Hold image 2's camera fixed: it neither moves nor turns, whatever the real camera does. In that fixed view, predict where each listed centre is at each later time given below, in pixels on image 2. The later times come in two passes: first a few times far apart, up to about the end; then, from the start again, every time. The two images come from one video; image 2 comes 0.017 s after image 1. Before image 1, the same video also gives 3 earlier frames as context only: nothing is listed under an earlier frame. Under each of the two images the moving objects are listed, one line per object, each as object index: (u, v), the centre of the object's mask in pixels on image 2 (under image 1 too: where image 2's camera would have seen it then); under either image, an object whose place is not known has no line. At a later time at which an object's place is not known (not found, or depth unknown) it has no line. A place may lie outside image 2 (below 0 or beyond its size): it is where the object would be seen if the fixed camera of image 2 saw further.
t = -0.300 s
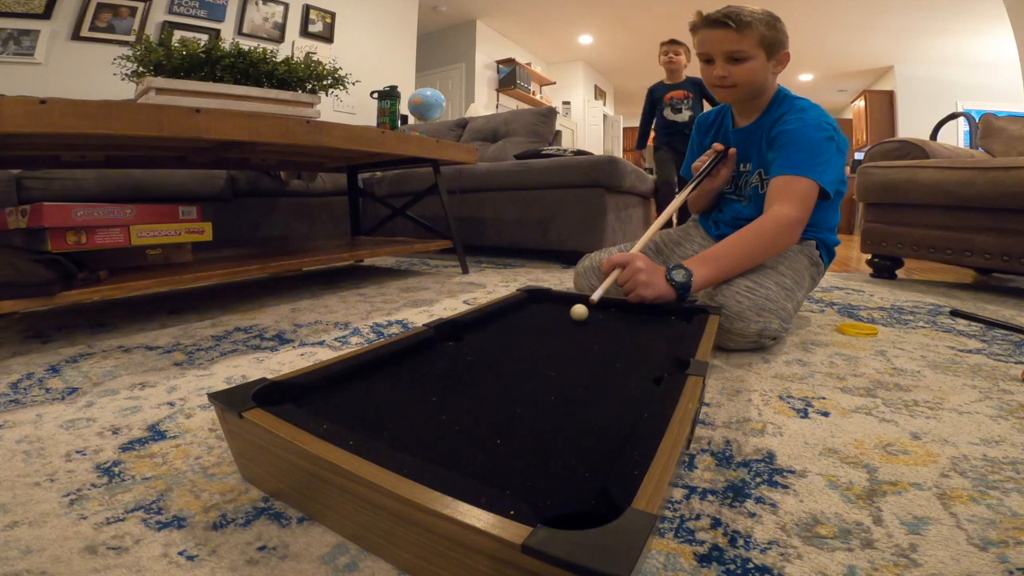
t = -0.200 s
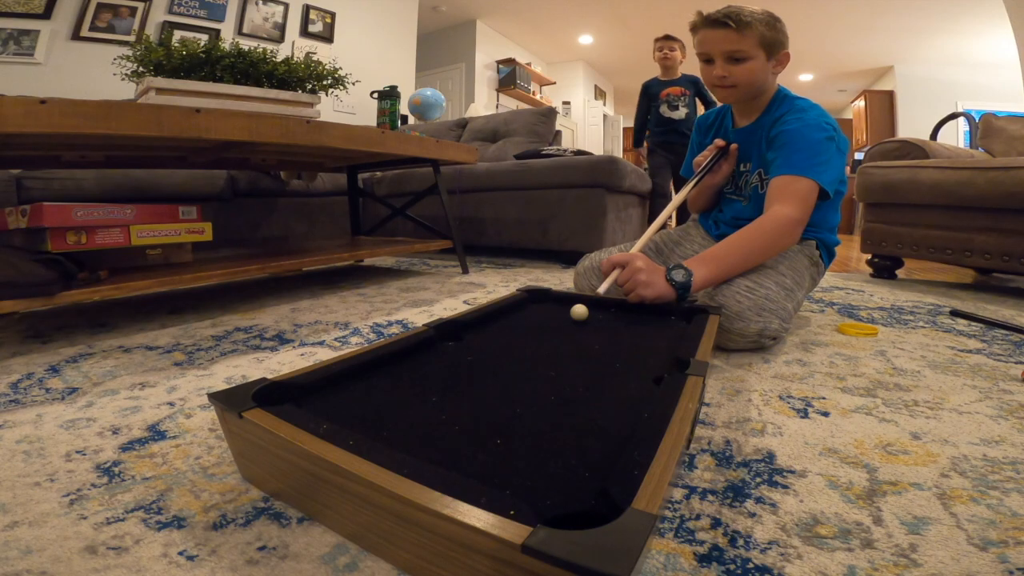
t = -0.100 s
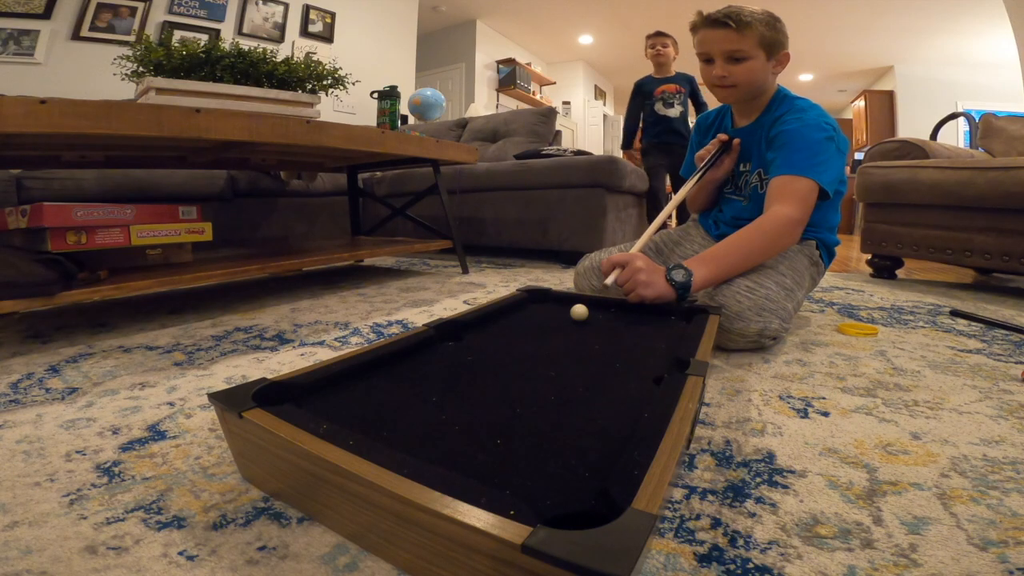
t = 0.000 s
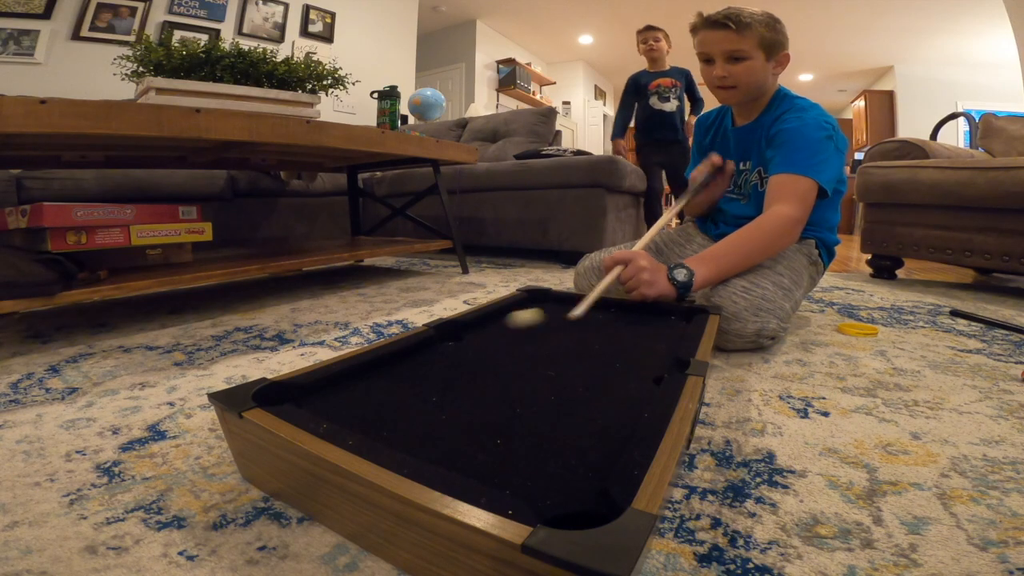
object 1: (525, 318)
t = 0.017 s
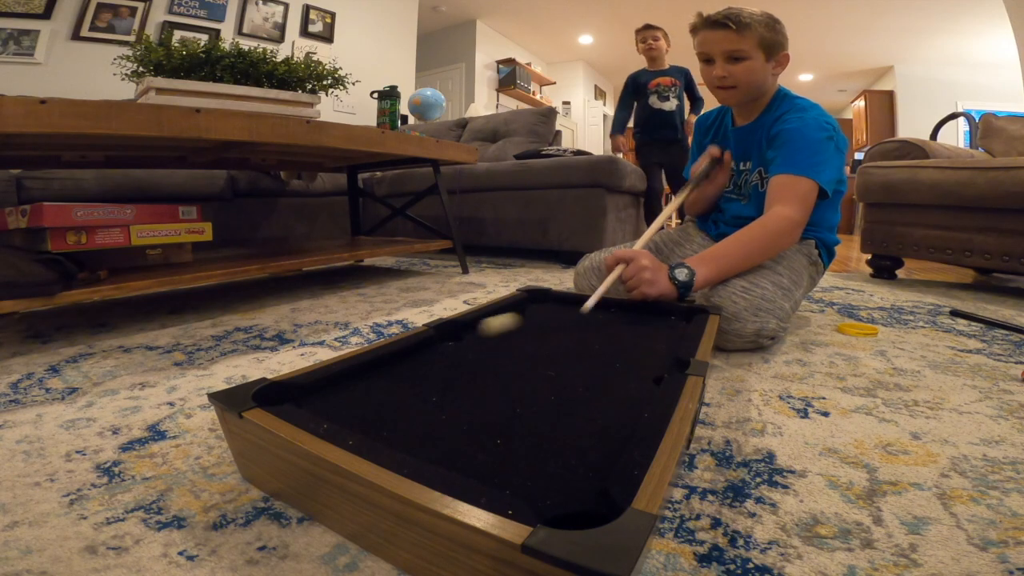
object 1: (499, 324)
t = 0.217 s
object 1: (422, 389)
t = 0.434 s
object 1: (561, 353)
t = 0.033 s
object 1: (471, 333)
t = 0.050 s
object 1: (438, 344)
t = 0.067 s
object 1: (408, 352)
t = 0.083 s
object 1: (388, 363)
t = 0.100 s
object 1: (369, 378)
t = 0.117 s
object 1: (345, 394)
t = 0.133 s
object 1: (328, 405)
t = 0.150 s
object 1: (344, 405)
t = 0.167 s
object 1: (367, 401)
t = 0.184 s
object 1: (387, 396)
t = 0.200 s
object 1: (406, 392)
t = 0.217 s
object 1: (422, 389)
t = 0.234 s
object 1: (438, 385)
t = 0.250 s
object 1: (451, 382)
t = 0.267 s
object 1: (464, 379)
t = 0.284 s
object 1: (475, 376)
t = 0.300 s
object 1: (487, 373)
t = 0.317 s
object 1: (497, 370)
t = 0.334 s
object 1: (507, 368)
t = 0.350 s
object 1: (517, 365)
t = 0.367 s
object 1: (527, 362)
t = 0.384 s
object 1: (535, 360)
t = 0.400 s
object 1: (544, 357)
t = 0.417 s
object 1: (553, 355)
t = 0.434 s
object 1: (561, 353)
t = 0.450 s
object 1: (568, 351)
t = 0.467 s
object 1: (576, 348)
